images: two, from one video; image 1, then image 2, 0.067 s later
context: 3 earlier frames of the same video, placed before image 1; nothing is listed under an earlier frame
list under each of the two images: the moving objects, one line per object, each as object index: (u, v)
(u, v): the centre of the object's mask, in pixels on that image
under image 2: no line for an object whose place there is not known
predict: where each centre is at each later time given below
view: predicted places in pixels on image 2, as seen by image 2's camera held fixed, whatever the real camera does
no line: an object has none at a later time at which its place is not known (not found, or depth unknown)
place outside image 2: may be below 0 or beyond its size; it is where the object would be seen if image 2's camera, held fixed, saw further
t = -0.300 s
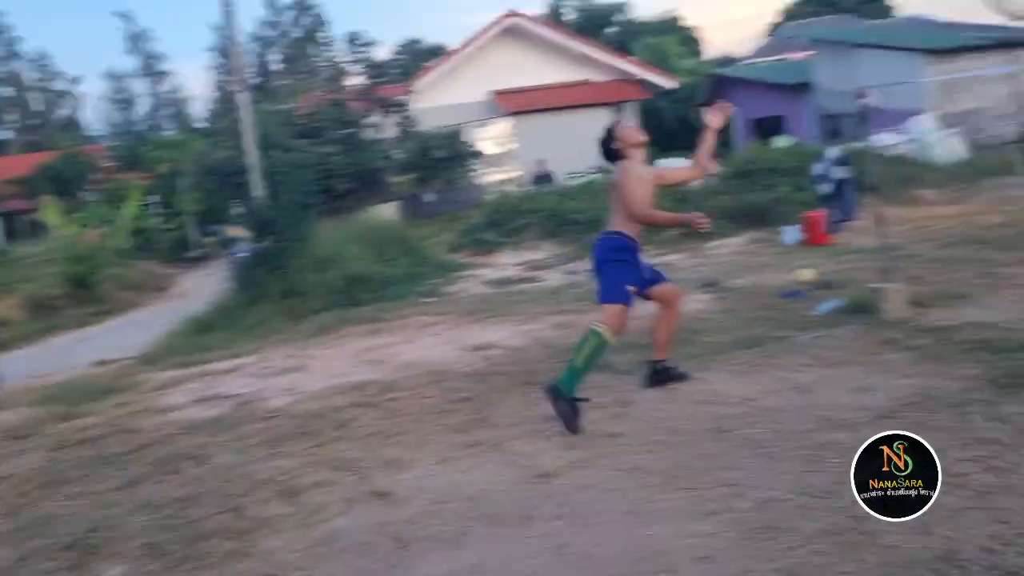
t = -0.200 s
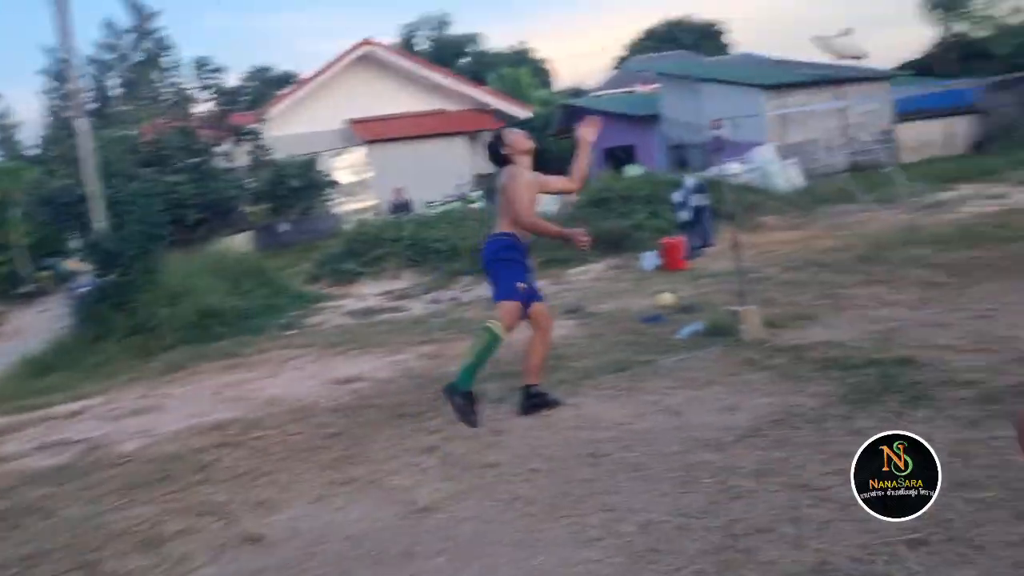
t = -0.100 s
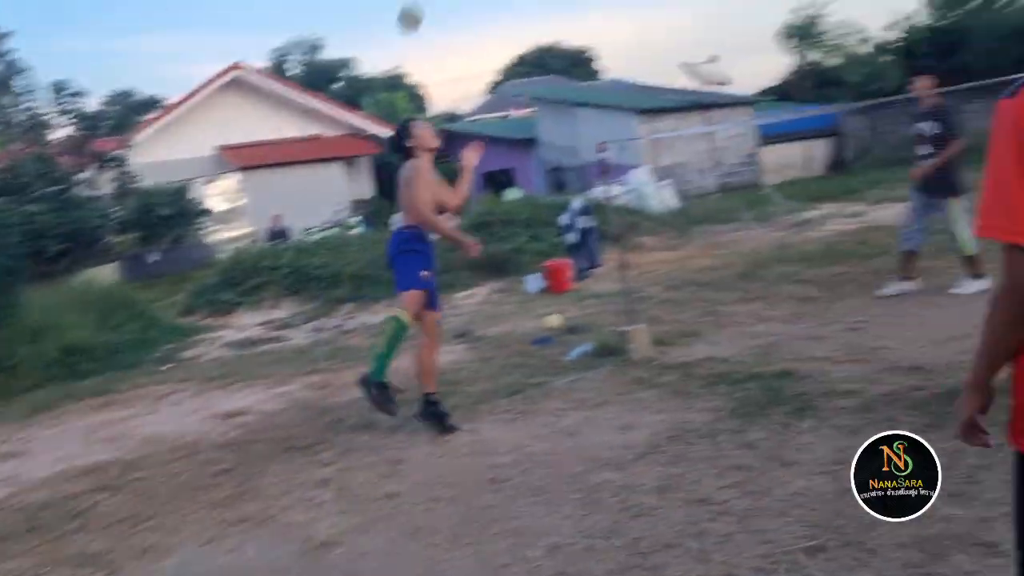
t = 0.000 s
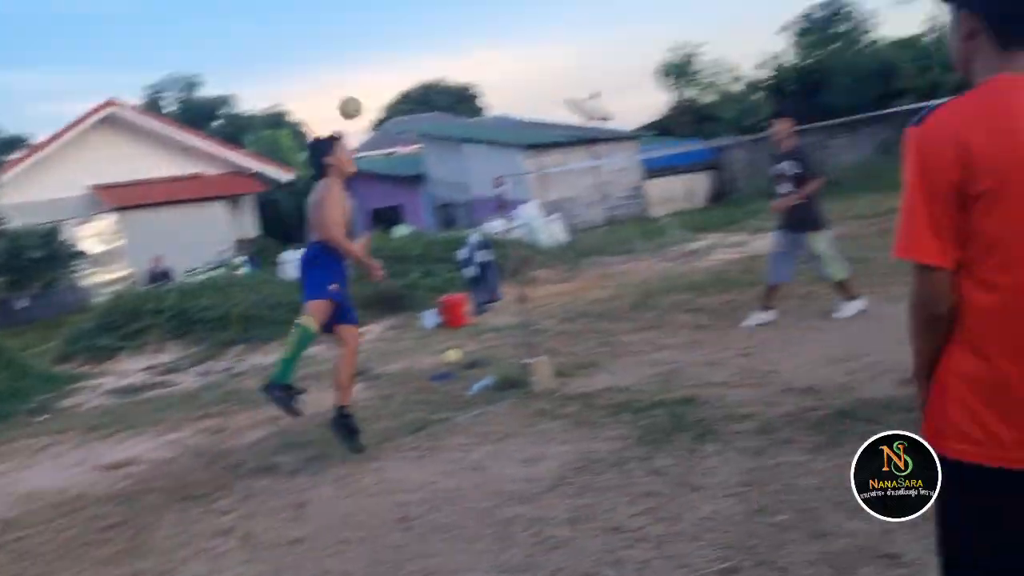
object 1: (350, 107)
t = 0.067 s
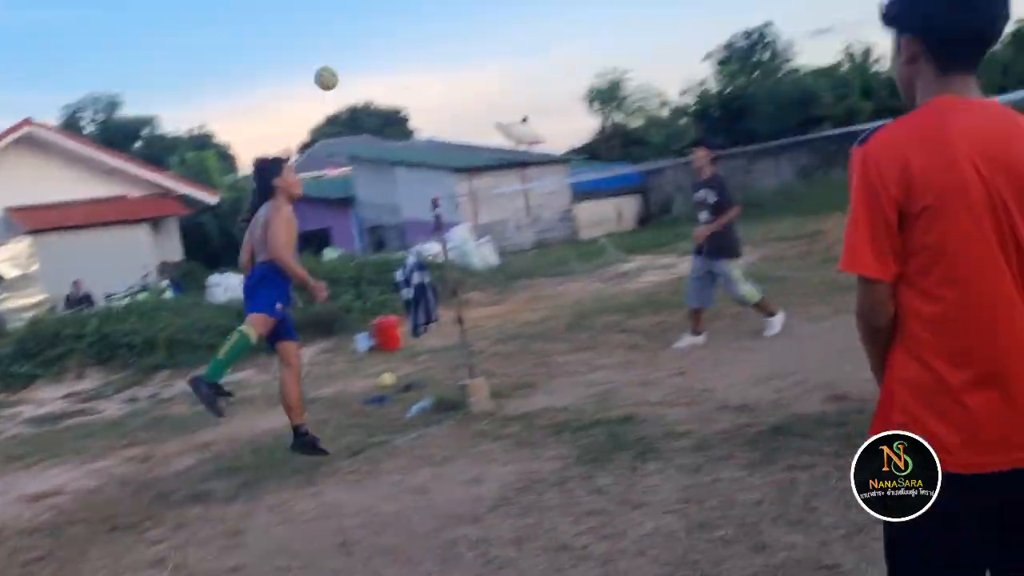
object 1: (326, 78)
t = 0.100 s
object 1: (350, 56)
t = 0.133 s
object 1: (376, 34)
